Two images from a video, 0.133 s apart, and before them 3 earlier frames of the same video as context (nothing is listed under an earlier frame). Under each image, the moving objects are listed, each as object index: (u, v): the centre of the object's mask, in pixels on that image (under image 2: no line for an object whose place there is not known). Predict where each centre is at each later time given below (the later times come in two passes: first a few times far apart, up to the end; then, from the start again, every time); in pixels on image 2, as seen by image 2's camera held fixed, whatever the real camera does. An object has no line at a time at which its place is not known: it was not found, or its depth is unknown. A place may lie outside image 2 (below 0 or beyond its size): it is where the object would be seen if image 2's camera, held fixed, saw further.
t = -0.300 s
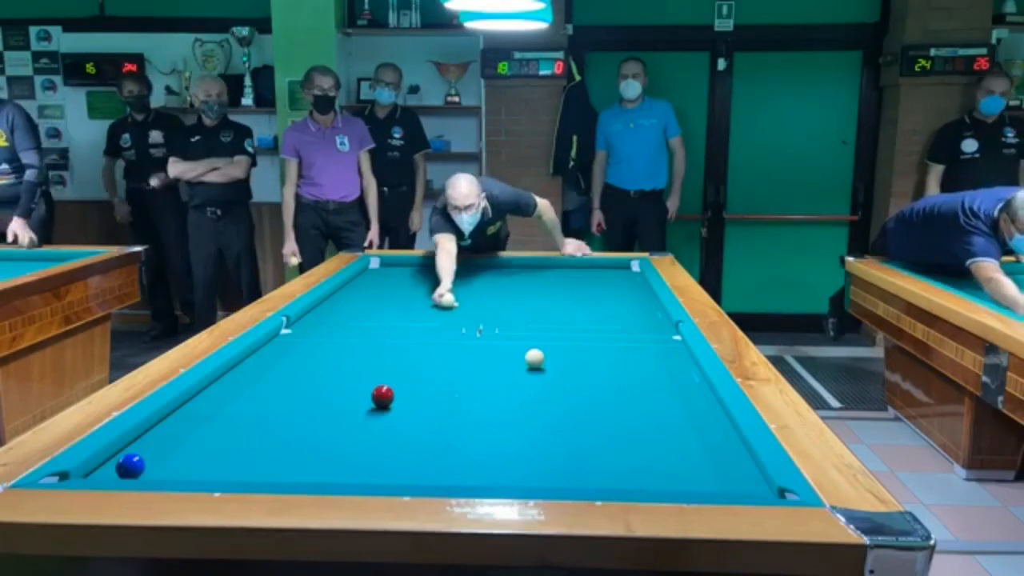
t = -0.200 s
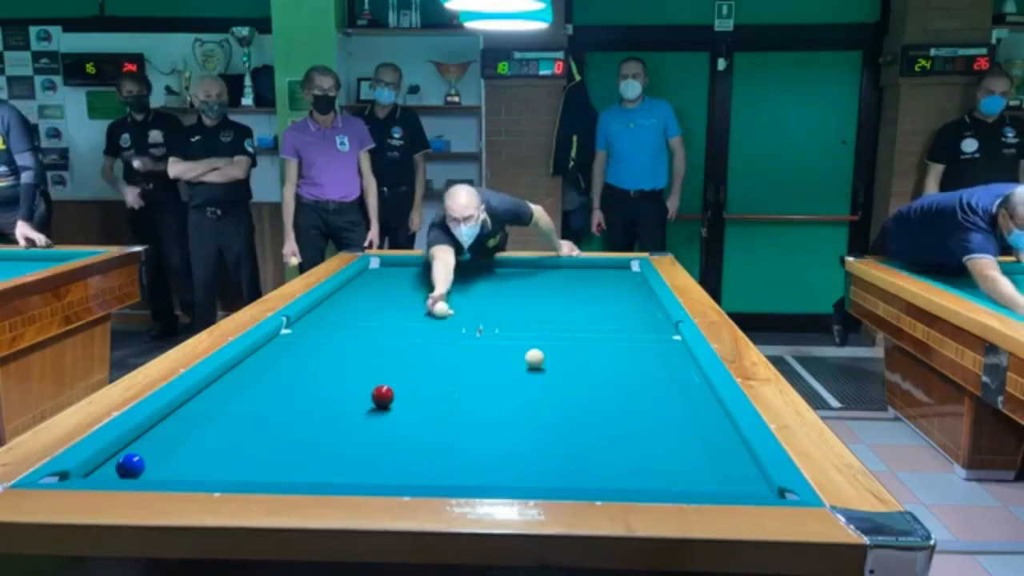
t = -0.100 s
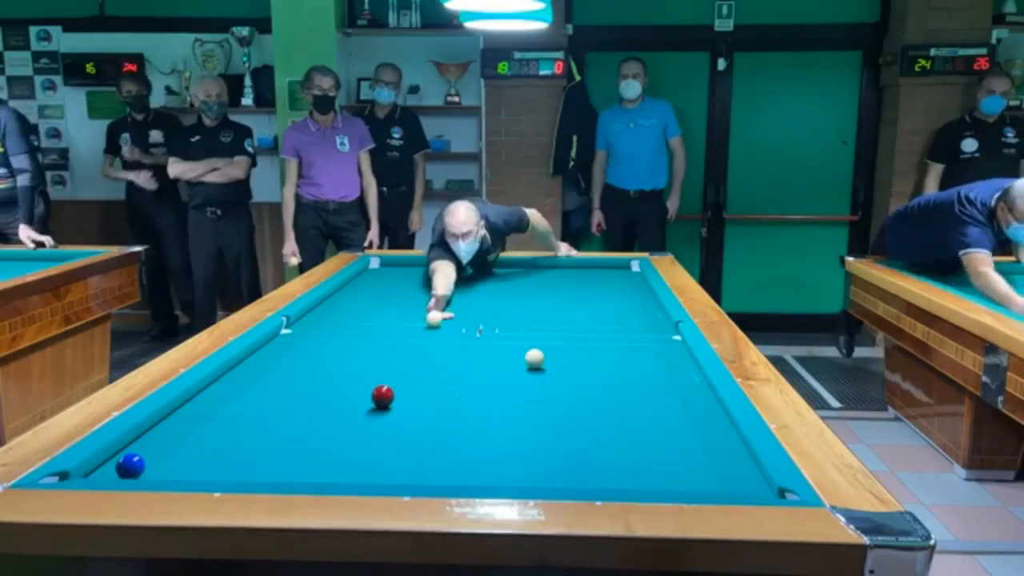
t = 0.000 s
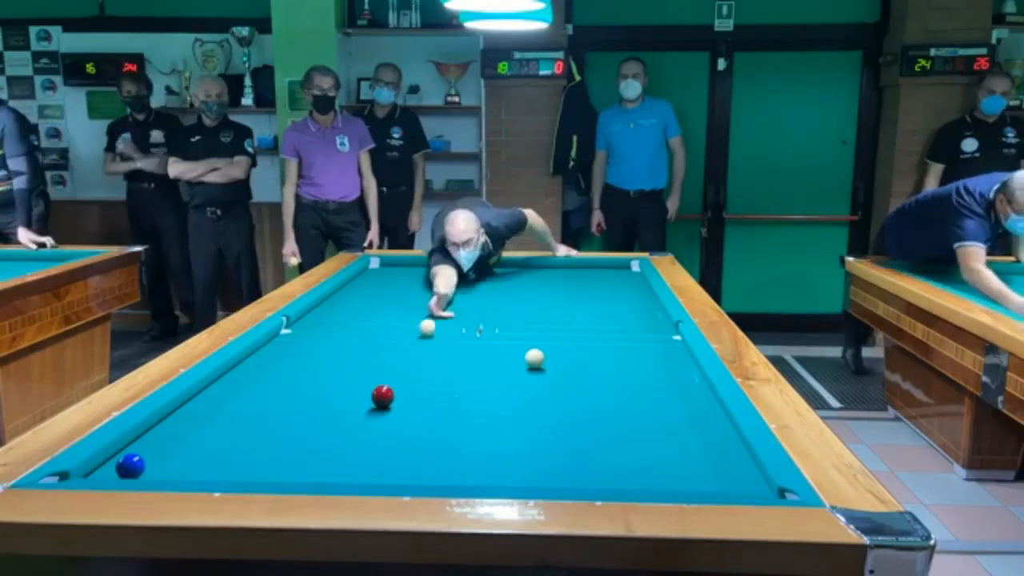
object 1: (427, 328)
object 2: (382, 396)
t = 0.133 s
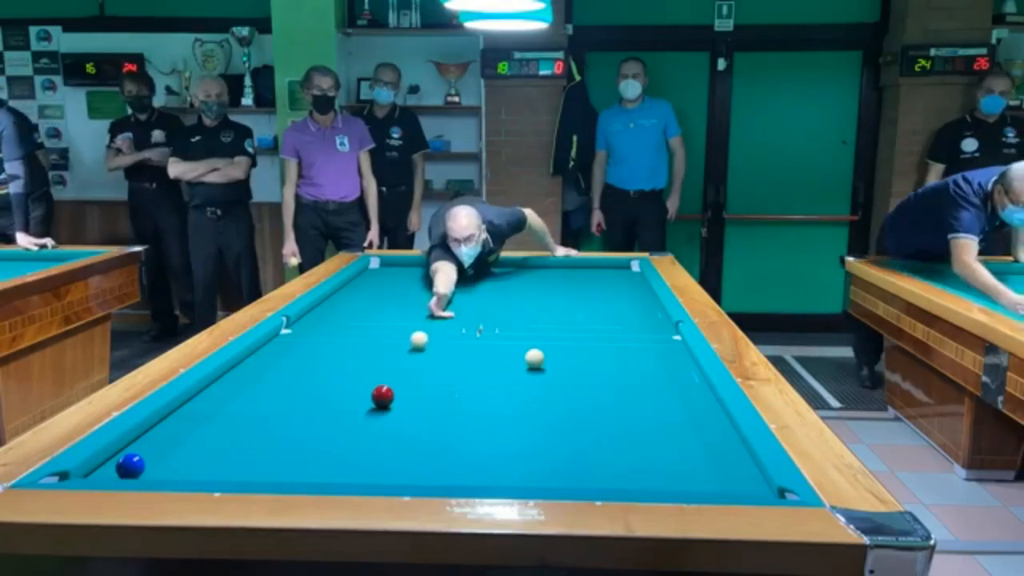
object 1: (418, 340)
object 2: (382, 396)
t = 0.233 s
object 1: (411, 350)
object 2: (382, 396)
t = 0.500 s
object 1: (389, 380)
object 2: (382, 396)
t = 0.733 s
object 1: (369, 393)
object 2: (377, 423)
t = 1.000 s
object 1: (347, 403)
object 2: (370, 459)
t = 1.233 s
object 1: (326, 414)
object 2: (368, 477)
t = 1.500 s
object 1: (301, 425)
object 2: (390, 459)
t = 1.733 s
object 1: (279, 436)
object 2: (406, 440)
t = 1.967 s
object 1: (256, 447)
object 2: (420, 424)
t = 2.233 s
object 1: (229, 461)
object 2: (435, 407)
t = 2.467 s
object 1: (204, 469)
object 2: (445, 395)
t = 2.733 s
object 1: (178, 475)
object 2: (457, 382)
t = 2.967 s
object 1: (177, 472)
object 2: (465, 372)
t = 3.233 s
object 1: (177, 467)
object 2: (474, 362)
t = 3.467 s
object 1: (176, 464)
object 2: (481, 354)
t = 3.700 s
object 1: (176, 459)
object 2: (487, 347)
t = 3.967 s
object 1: (176, 454)
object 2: (493, 339)
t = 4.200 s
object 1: (177, 450)
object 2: (498, 334)
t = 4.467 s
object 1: (177, 445)
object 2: (503, 327)
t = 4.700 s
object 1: (177, 442)
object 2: (507, 323)
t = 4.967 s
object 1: (177, 439)
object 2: (512, 317)
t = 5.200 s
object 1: (176, 437)
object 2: (515, 313)
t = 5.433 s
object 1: (176, 435)
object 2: (518, 309)
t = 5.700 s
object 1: (175, 434)
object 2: (521, 305)
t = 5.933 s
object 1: (175, 433)
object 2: (524, 302)
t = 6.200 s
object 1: (174, 432)
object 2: (526, 299)
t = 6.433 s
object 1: (174, 431)
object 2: (529, 296)
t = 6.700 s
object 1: (174, 431)
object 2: (531, 293)
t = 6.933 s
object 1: (174, 431)
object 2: (533, 291)
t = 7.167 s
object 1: (174, 431)
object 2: (534, 289)
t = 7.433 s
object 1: (174, 431)
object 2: (536, 287)
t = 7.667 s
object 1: (174, 431)
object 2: (537, 285)
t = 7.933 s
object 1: (174, 431)
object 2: (539, 283)
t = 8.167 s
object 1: (174, 431)
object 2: (540, 281)
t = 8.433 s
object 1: (174, 431)
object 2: (541, 280)
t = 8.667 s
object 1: (175, 431)
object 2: (542, 279)
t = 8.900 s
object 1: (175, 431)
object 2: (543, 278)
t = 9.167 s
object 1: (175, 431)
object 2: (544, 277)
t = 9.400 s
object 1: (175, 431)
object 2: (545, 276)
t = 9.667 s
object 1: (175, 431)
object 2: (547, 275)
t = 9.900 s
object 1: (174, 431)
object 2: (547, 275)
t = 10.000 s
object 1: (174, 431)
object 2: (548, 274)
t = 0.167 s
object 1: (416, 343)
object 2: (382, 396)
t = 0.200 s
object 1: (414, 346)
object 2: (382, 396)
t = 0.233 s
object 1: (411, 350)
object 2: (382, 396)
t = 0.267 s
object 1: (409, 354)
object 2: (382, 396)
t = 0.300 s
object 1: (406, 357)
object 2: (382, 396)
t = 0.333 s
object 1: (404, 361)
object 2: (382, 396)
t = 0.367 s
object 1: (401, 365)
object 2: (382, 396)
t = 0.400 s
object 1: (398, 369)
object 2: (382, 396)
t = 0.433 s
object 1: (395, 374)
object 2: (382, 396)
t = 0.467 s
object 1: (392, 377)
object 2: (382, 396)
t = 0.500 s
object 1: (389, 380)
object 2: (382, 396)
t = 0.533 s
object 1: (386, 382)
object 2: (382, 396)
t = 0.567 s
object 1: (382, 384)
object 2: (382, 399)
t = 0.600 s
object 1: (380, 386)
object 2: (381, 404)
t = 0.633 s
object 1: (377, 388)
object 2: (380, 409)
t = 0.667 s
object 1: (375, 390)
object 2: (379, 413)
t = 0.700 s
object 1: (372, 392)
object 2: (378, 418)
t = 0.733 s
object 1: (369, 393)
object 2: (377, 423)
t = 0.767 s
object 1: (367, 394)
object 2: (376, 427)
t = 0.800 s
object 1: (364, 395)
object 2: (376, 432)
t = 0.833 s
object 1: (361, 396)
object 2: (375, 436)
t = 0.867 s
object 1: (358, 398)
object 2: (374, 440)
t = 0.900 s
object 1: (355, 399)
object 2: (373, 445)
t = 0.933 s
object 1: (352, 401)
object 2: (372, 450)
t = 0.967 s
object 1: (349, 402)
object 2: (371, 454)
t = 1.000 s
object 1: (347, 403)
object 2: (370, 459)
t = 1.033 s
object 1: (344, 405)
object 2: (369, 464)
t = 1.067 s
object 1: (341, 406)
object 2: (368, 468)
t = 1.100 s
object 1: (338, 408)
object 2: (367, 471)
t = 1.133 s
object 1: (335, 410)
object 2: (367, 474)
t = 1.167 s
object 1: (332, 411)
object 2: (366, 477)
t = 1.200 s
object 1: (329, 412)
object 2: (366, 479)
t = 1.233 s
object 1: (326, 414)
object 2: (368, 477)
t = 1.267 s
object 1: (323, 415)
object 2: (371, 475)
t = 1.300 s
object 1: (320, 417)
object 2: (374, 473)
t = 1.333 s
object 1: (317, 418)
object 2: (377, 472)
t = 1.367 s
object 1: (314, 420)
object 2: (380, 470)
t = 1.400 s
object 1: (311, 421)
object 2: (382, 468)
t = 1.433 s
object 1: (307, 422)
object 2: (385, 465)
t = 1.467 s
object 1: (305, 424)
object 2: (387, 463)
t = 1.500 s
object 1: (301, 425)
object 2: (390, 459)
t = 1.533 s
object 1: (298, 427)
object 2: (392, 456)
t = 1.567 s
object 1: (295, 429)
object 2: (395, 453)
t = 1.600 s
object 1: (292, 430)
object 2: (397, 451)
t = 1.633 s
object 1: (289, 432)
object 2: (399, 448)
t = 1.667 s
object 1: (286, 433)
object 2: (402, 445)
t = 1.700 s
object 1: (282, 435)
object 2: (404, 443)
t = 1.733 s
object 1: (279, 436)
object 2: (406, 440)
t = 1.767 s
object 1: (276, 438)
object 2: (408, 438)
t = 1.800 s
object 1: (272, 439)
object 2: (410, 435)
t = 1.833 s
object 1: (270, 441)
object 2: (412, 433)
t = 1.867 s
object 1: (266, 443)
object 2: (415, 430)
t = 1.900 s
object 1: (263, 444)
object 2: (417, 428)
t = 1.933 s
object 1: (259, 446)
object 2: (418, 426)
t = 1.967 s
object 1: (256, 447)
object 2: (420, 424)
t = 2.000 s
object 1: (253, 449)
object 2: (422, 422)
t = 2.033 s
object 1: (250, 451)
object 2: (424, 420)
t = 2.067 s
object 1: (246, 452)
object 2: (426, 417)
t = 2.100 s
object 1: (243, 454)
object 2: (428, 415)
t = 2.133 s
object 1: (239, 456)
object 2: (430, 413)
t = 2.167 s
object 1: (236, 457)
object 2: (431, 411)
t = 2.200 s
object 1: (232, 459)
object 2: (433, 409)
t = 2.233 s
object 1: (229, 461)
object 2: (435, 407)
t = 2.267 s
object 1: (225, 462)
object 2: (436, 405)
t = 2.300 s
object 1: (222, 464)
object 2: (438, 403)
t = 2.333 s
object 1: (218, 465)
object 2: (439, 402)
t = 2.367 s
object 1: (215, 466)
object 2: (441, 400)
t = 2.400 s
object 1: (212, 467)
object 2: (443, 398)
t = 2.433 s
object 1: (208, 467)
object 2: (444, 396)
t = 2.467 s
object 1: (204, 469)
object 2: (445, 395)
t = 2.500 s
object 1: (201, 470)
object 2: (447, 393)
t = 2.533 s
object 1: (197, 471)
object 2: (449, 391)
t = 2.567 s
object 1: (194, 472)
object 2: (450, 390)
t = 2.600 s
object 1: (191, 473)
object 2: (451, 388)
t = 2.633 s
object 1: (187, 474)
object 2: (453, 386)
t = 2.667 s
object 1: (183, 475)
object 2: (454, 385)
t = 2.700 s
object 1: (179, 475)
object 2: (455, 384)
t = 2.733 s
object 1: (178, 475)
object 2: (457, 382)
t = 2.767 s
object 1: (178, 475)
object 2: (458, 381)
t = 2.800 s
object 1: (177, 475)
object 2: (459, 379)
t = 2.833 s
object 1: (178, 474)
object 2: (460, 378)
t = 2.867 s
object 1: (178, 473)
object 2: (462, 376)
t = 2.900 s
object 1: (178, 473)
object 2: (463, 375)
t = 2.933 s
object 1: (177, 472)
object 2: (464, 373)
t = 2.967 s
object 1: (177, 472)
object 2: (465, 372)
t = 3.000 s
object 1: (178, 471)
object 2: (466, 371)
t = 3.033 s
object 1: (177, 471)
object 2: (467, 370)
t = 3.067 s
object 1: (177, 470)
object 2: (468, 369)
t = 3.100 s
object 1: (177, 470)
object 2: (469, 367)
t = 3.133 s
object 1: (177, 469)
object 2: (470, 366)
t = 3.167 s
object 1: (177, 468)
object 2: (472, 365)
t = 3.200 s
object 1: (177, 468)
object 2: (473, 363)
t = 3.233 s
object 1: (177, 467)
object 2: (474, 362)
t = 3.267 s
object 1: (176, 467)
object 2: (475, 361)
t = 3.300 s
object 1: (176, 467)
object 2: (476, 360)
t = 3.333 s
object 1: (176, 466)
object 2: (477, 359)
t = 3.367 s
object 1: (176, 466)
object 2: (478, 358)
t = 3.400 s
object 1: (176, 465)
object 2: (479, 356)
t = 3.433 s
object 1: (176, 465)
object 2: (480, 355)
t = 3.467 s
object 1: (176, 464)
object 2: (481, 354)
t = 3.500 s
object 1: (176, 463)
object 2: (482, 353)
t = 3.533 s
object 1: (176, 463)
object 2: (483, 352)
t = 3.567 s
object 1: (176, 462)
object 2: (483, 351)
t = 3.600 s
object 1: (176, 462)
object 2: (484, 350)
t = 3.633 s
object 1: (176, 461)
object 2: (485, 349)
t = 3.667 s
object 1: (176, 460)
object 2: (486, 348)
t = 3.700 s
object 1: (176, 459)
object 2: (487, 347)
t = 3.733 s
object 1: (176, 458)
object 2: (488, 346)
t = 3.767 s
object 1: (176, 458)
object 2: (488, 345)
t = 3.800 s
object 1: (176, 457)
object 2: (489, 344)
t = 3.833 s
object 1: (176, 457)
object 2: (490, 343)
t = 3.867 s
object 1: (176, 456)
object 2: (491, 342)
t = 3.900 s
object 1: (176, 455)
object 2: (492, 341)
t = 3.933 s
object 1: (176, 454)
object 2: (492, 340)
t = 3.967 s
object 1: (176, 454)
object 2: (493, 339)
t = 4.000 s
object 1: (176, 453)
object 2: (494, 339)
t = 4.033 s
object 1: (176, 453)
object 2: (495, 338)
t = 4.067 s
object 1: (176, 452)
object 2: (495, 337)
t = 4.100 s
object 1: (176, 451)
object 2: (496, 336)
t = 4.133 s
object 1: (176, 451)
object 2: (497, 335)
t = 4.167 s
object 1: (177, 450)
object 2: (497, 334)
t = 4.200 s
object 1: (177, 450)
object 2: (498, 334)
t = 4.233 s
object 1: (177, 449)
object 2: (499, 333)
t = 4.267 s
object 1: (177, 449)
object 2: (499, 332)
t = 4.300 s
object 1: (177, 448)
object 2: (500, 331)
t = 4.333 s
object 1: (177, 447)
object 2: (501, 331)
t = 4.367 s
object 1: (177, 447)
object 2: (501, 330)
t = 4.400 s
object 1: (177, 446)
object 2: (502, 329)
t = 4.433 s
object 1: (177, 446)
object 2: (503, 328)
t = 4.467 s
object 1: (177, 445)
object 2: (503, 327)
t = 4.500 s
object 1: (177, 445)
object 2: (504, 327)
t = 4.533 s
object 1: (177, 444)
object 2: (504, 326)
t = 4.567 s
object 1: (177, 444)
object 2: (505, 325)
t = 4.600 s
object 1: (177, 443)
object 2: (506, 325)
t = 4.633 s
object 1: (177, 443)
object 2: (506, 324)
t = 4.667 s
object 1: (177, 443)
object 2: (507, 323)
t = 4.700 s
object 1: (177, 442)
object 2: (507, 323)
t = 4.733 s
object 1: (177, 442)
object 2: (508, 322)
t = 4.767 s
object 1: (177, 441)
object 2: (508, 322)
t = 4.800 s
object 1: (177, 441)
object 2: (509, 321)
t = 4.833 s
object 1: (177, 441)
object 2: (510, 320)
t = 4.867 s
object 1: (177, 440)
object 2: (510, 319)
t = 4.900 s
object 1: (177, 440)
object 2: (510, 319)
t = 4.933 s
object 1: (177, 440)
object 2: (511, 318)
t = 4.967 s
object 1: (177, 439)
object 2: (512, 317)
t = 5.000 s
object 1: (177, 439)
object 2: (512, 317)
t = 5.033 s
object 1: (177, 438)
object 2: (513, 316)
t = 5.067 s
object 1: (177, 438)
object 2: (513, 316)
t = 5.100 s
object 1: (177, 438)
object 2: (513, 315)
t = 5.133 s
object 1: (176, 438)
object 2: (514, 314)
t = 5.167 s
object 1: (176, 437)
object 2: (514, 314)
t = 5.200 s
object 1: (176, 437)
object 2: (515, 313)
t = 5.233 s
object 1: (176, 437)
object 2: (515, 313)
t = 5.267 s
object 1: (176, 436)
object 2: (516, 312)
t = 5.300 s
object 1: (176, 436)
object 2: (516, 311)
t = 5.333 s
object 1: (176, 436)
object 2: (517, 311)
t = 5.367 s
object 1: (176, 436)
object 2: (517, 310)
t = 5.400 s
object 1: (176, 435)
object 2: (517, 310)
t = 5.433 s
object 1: (176, 435)
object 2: (518, 309)
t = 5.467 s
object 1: (176, 435)
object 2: (518, 309)
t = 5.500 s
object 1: (175, 435)
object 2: (519, 308)
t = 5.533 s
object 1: (175, 435)
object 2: (519, 308)
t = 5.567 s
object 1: (175, 434)
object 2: (519, 307)
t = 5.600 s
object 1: (175, 434)
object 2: (520, 307)
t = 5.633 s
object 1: (175, 434)
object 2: (520, 306)
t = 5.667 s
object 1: (175, 434)
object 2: (521, 306)
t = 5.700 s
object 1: (175, 434)
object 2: (521, 305)
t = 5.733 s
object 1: (175, 433)
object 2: (522, 305)
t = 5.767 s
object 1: (175, 433)
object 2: (522, 304)
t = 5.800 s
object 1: (175, 433)
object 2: (522, 304)
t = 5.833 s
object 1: (175, 433)
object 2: (523, 303)
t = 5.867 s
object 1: (175, 433)
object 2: (523, 303)
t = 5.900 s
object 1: (175, 433)
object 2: (523, 302)
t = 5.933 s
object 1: (175, 433)
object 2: (524, 302)
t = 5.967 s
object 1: (175, 433)
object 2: (524, 302)
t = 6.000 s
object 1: (175, 433)
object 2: (524, 301)
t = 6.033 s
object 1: (175, 432)
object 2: (525, 301)
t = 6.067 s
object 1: (174, 432)
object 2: (525, 300)
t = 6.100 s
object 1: (174, 432)
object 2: (526, 300)
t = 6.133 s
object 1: (174, 432)
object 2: (526, 299)
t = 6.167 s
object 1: (174, 432)
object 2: (526, 299)
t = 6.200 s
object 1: (174, 432)
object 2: (526, 299)
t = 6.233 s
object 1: (174, 432)
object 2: (527, 298)
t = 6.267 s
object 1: (174, 432)
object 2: (527, 298)
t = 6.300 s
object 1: (174, 432)
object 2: (528, 298)
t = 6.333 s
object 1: (174, 432)
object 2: (528, 297)
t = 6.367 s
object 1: (174, 432)
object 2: (528, 297)
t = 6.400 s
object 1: (174, 431)
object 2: (528, 296)
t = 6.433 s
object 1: (174, 431)
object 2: (529, 296)
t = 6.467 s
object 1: (174, 431)
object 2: (529, 295)
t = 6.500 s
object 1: (175, 431)
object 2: (529, 295)
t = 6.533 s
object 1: (174, 431)
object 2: (530, 295)
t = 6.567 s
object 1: (174, 431)
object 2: (530, 294)
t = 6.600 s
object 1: (174, 431)
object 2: (530, 294)
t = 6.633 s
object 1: (174, 431)
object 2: (531, 293)
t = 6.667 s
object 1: (175, 431)
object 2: (531, 293)
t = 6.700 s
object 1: (174, 431)
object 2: (531, 293)
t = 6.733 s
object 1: (174, 431)
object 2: (531, 292)
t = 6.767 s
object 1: (174, 431)
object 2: (531, 292)
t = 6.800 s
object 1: (174, 431)
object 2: (532, 292)
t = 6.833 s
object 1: (174, 431)
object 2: (532, 292)
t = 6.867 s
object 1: (175, 431)
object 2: (532, 291)
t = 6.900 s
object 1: (174, 431)
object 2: (532, 291)
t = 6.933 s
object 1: (174, 431)
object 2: (533, 291)
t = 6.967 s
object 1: (174, 431)
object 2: (533, 291)
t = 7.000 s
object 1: (174, 431)
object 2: (533, 290)
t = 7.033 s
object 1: (174, 431)
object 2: (533, 290)
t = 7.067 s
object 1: (174, 431)
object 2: (533, 290)
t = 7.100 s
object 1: (175, 431)
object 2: (534, 289)
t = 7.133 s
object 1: (175, 431)
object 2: (534, 289)
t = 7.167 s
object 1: (174, 431)
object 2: (534, 289)
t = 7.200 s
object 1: (174, 431)
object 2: (534, 288)
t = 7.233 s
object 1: (174, 431)
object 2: (534, 288)
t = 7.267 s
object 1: (174, 431)
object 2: (535, 288)
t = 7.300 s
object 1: (174, 431)
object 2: (535, 288)
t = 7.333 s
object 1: (174, 431)
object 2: (535, 288)
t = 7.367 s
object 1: (174, 431)
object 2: (535, 287)
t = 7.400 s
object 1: (174, 431)
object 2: (536, 287)
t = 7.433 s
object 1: (174, 431)
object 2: (536, 287)
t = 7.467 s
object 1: (174, 431)
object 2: (536, 287)
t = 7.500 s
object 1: (174, 431)
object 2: (536, 286)
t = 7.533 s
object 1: (174, 431)
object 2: (537, 286)
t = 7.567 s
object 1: (174, 431)
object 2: (537, 285)
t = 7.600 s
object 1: (174, 431)
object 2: (537, 285)
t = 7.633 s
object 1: (174, 431)
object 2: (537, 285)
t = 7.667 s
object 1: (174, 431)
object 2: (537, 285)
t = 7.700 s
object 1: (174, 431)
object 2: (537, 284)
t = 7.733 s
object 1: (174, 431)
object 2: (538, 284)
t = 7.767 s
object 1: (174, 431)
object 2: (538, 284)
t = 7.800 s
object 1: (174, 431)
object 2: (538, 284)
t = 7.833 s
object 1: (174, 431)
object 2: (538, 284)
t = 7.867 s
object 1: (174, 431)
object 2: (538, 284)
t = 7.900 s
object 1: (174, 431)
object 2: (538, 283)
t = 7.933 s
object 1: (174, 431)
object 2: (539, 283)
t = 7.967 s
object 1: (174, 431)
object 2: (539, 283)
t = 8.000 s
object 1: (174, 431)
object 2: (539, 283)
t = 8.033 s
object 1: (174, 431)
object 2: (539, 282)
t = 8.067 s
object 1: (174, 431)
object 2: (539, 282)
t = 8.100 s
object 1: (174, 431)
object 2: (539, 282)
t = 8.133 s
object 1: (174, 431)
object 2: (540, 282)
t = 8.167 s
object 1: (174, 431)
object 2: (540, 281)
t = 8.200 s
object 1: (174, 431)
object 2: (540, 281)
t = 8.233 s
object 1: (175, 431)
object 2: (540, 281)
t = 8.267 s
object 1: (174, 431)
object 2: (540, 281)
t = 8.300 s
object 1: (175, 431)
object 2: (540, 281)
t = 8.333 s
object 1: (174, 431)
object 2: (541, 281)
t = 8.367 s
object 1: (174, 431)
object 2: (541, 281)
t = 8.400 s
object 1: (174, 431)
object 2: (541, 280)
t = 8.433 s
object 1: (174, 431)
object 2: (541, 280)
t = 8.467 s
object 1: (174, 431)
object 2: (541, 280)
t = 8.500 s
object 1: (174, 431)
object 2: (542, 280)
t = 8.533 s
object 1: (174, 431)
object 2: (542, 280)
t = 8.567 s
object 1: (174, 431)
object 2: (542, 279)
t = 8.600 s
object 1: (174, 431)
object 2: (542, 279)
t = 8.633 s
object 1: (175, 431)
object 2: (542, 279)
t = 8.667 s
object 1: (175, 431)
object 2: (542, 279)
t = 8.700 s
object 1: (175, 431)
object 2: (542, 279)
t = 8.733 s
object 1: (175, 431)
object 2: (543, 278)
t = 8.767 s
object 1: (175, 431)
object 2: (543, 278)
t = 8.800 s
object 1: (175, 431)
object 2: (543, 278)
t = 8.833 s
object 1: (175, 431)
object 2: (543, 278)
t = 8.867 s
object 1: (175, 431)
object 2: (543, 278)
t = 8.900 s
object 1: (175, 431)
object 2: (543, 278)
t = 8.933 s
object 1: (175, 431)
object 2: (543, 278)
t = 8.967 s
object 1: (175, 431)
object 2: (544, 277)
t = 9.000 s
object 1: (175, 431)
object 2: (544, 277)
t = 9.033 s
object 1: (175, 431)
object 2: (544, 277)
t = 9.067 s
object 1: (175, 431)
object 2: (544, 277)
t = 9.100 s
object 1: (175, 431)
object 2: (544, 277)
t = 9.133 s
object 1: (175, 431)
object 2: (544, 277)
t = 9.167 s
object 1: (175, 431)
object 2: (544, 277)
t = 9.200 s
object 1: (175, 431)
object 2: (544, 276)
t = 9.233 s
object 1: (175, 431)
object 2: (545, 276)
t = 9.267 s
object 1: (175, 431)
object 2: (545, 276)
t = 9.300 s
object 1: (175, 431)
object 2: (545, 276)
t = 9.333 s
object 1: (175, 431)
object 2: (545, 276)
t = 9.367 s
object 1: (175, 431)
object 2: (545, 276)
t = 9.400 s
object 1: (175, 431)
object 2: (545, 276)
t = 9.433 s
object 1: (175, 431)
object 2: (546, 276)
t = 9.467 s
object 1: (175, 431)
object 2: (546, 276)
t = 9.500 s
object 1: (175, 431)
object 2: (546, 275)
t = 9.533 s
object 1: (175, 431)
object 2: (546, 275)
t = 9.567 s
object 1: (175, 431)
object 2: (546, 275)
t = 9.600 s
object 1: (175, 431)
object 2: (546, 275)
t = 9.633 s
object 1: (175, 431)
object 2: (547, 275)
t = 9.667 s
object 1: (175, 431)
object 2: (547, 275)
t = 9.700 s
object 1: (175, 431)
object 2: (547, 275)
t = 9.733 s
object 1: (175, 431)
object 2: (547, 275)
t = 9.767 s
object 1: (175, 431)
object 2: (547, 275)
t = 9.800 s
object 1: (175, 431)
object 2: (547, 275)
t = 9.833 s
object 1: (174, 431)
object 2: (547, 275)
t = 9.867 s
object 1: (174, 431)
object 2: (547, 275)
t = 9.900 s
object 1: (174, 431)
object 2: (547, 275)
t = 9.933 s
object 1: (174, 431)
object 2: (547, 275)
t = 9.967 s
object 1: (174, 431)
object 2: (547, 274)
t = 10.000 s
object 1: (174, 431)
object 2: (548, 274)
